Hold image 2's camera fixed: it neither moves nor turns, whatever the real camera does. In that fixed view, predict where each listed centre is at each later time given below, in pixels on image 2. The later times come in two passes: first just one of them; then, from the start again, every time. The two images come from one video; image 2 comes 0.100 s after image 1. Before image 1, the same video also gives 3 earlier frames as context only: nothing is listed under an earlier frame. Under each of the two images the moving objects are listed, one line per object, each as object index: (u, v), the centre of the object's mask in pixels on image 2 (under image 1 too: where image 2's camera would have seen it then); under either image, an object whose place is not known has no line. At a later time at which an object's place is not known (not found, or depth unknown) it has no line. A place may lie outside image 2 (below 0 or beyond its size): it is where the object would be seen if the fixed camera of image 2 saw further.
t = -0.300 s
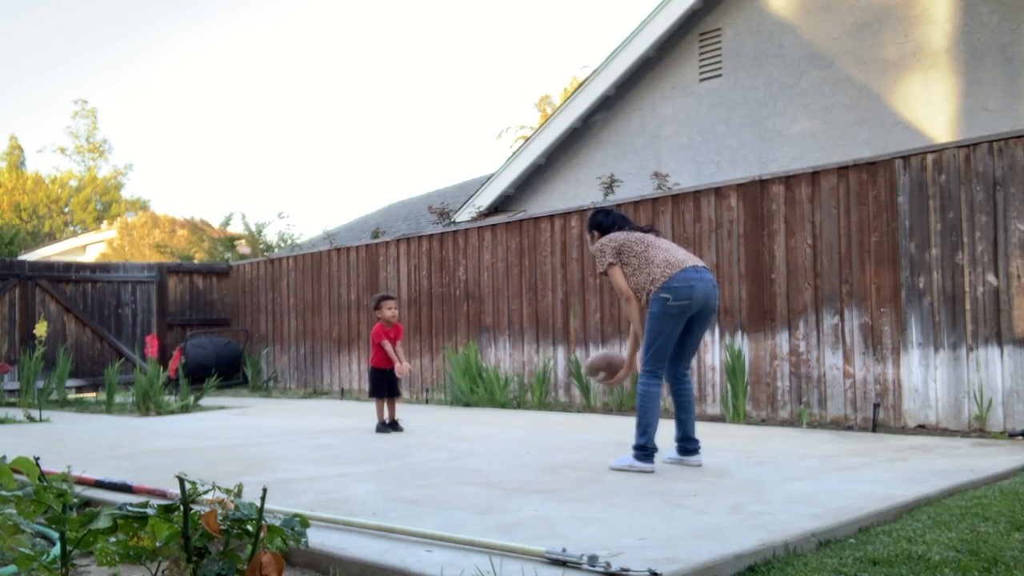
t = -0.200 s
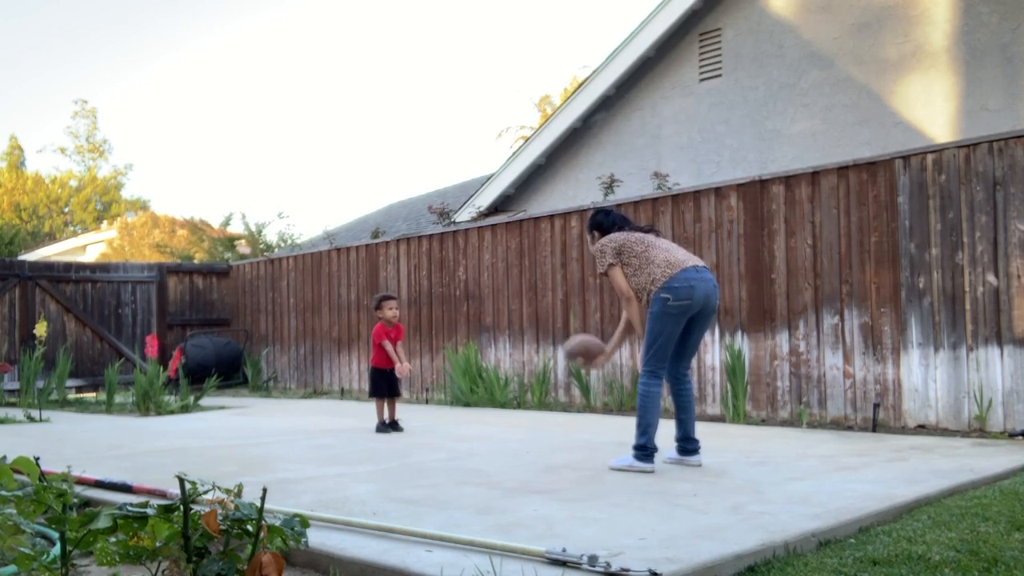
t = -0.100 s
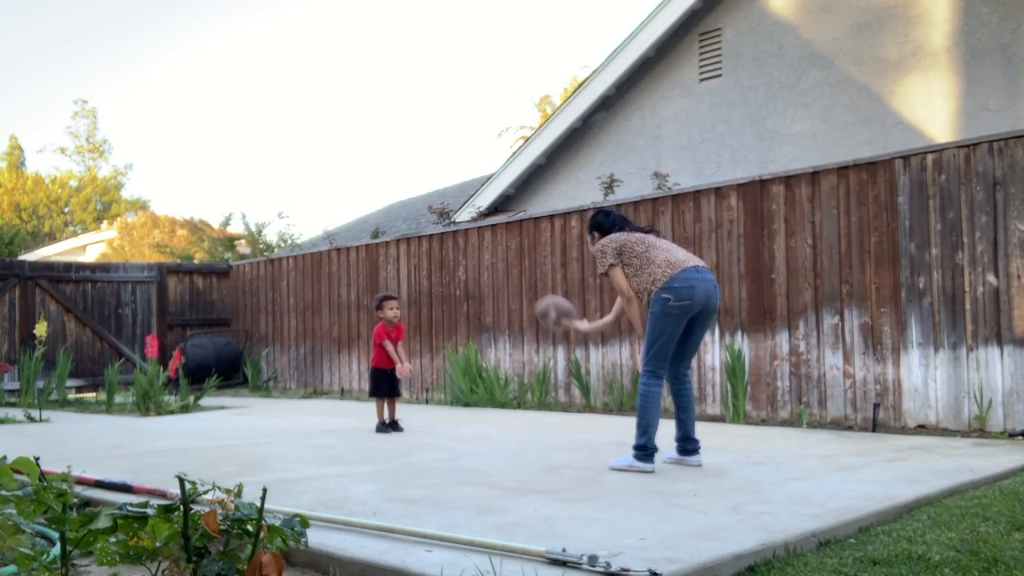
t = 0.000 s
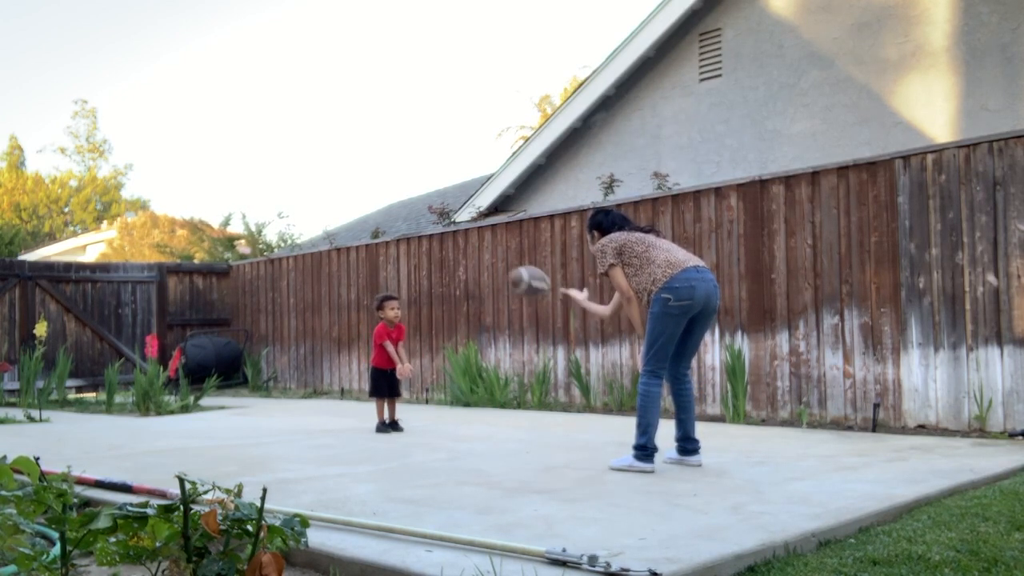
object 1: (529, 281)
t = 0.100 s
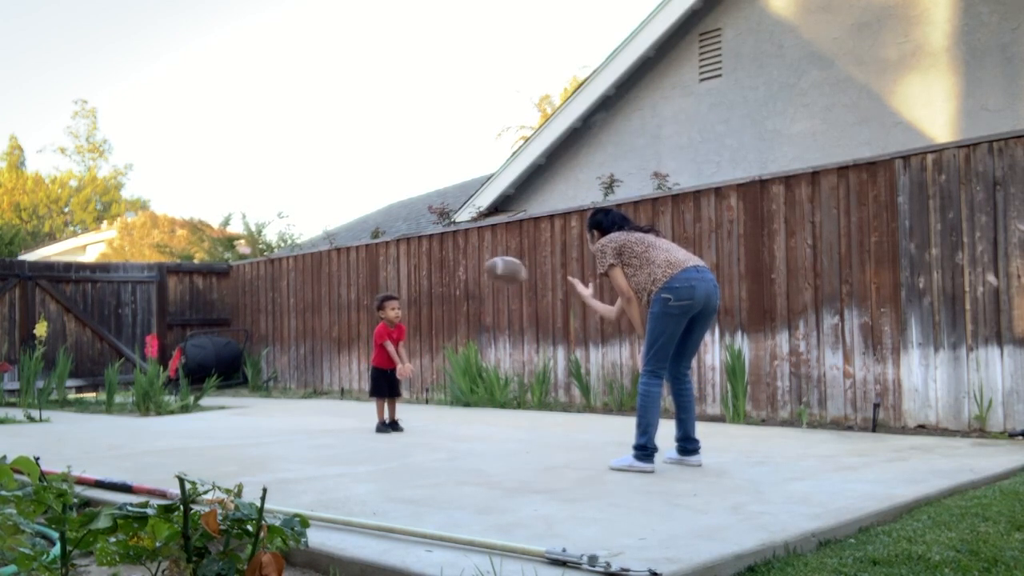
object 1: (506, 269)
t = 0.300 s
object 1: (464, 300)
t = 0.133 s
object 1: (498, 271)
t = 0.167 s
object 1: (490, 273)
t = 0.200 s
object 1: (484, 277)
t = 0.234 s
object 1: (477, 283)
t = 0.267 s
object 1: (470, 291)
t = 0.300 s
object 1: (464, 300)
